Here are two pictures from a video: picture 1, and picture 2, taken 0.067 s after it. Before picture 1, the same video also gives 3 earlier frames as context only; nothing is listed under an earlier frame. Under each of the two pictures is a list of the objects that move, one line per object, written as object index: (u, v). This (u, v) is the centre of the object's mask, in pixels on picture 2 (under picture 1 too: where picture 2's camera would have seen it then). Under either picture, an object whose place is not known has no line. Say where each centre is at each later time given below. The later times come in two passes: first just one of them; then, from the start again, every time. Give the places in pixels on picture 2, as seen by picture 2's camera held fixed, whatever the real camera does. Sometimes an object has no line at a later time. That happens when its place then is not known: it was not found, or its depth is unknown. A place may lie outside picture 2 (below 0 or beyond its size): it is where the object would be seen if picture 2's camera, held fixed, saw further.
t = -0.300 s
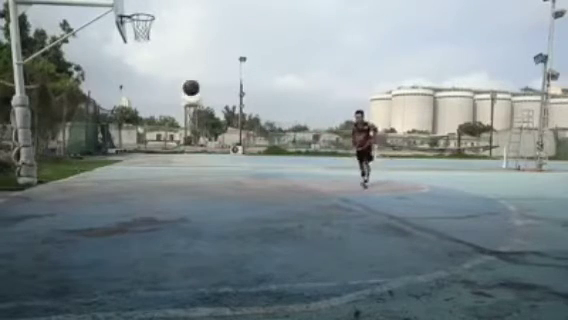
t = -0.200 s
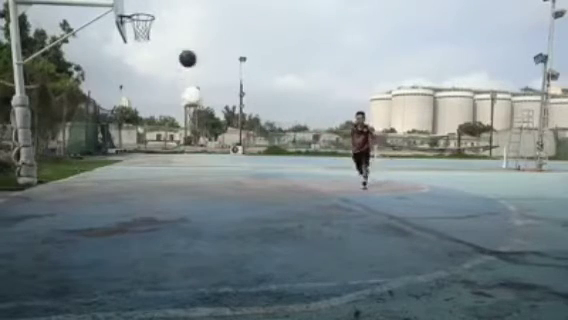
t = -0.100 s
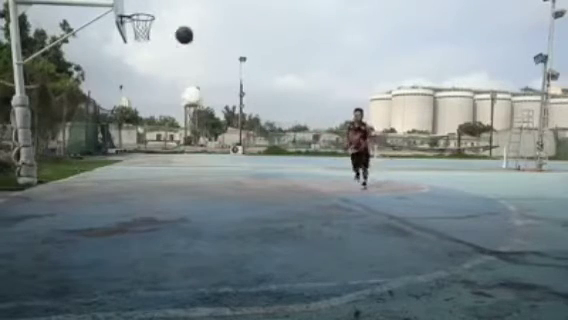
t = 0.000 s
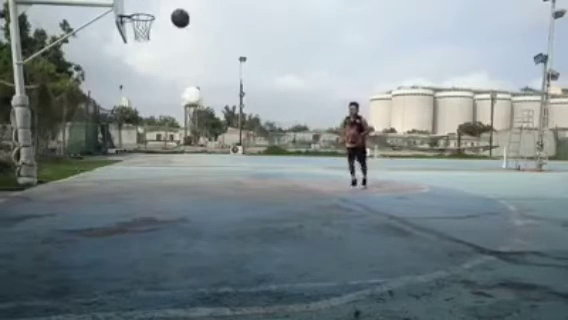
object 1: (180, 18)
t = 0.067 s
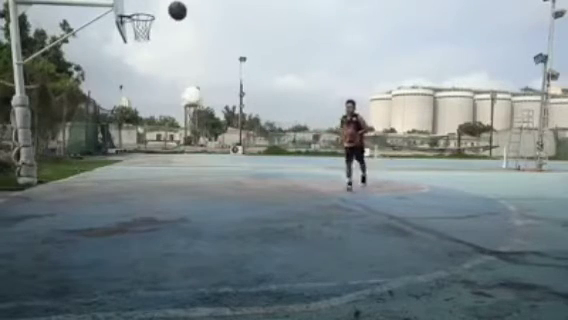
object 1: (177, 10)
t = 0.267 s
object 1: (170, 7)
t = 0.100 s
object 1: (176, 8)
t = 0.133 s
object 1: (174, 7)
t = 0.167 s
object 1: (173, 7)
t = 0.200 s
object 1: (171, 7)
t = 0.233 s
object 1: (170, 7)
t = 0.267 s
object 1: (170, 7)
